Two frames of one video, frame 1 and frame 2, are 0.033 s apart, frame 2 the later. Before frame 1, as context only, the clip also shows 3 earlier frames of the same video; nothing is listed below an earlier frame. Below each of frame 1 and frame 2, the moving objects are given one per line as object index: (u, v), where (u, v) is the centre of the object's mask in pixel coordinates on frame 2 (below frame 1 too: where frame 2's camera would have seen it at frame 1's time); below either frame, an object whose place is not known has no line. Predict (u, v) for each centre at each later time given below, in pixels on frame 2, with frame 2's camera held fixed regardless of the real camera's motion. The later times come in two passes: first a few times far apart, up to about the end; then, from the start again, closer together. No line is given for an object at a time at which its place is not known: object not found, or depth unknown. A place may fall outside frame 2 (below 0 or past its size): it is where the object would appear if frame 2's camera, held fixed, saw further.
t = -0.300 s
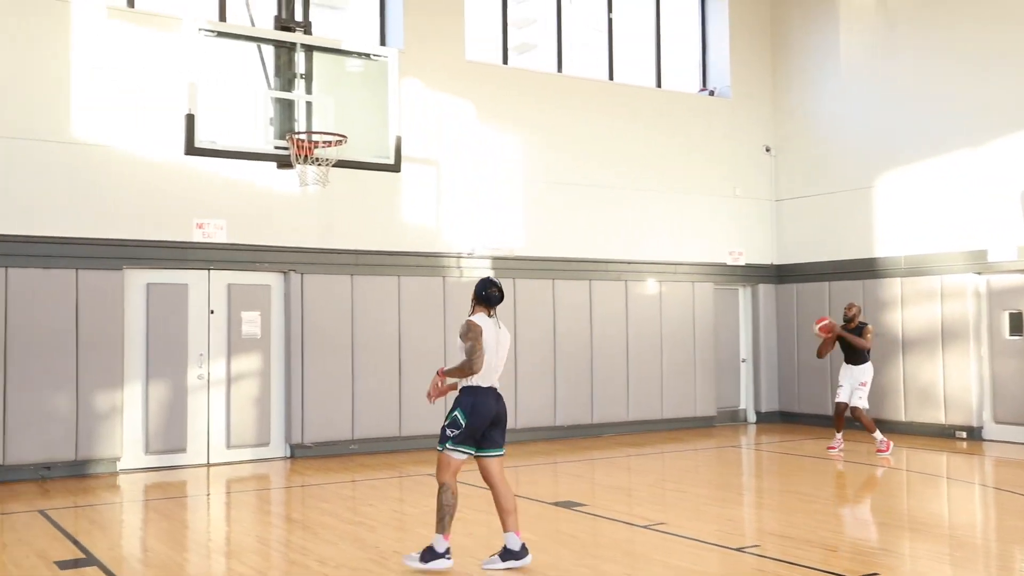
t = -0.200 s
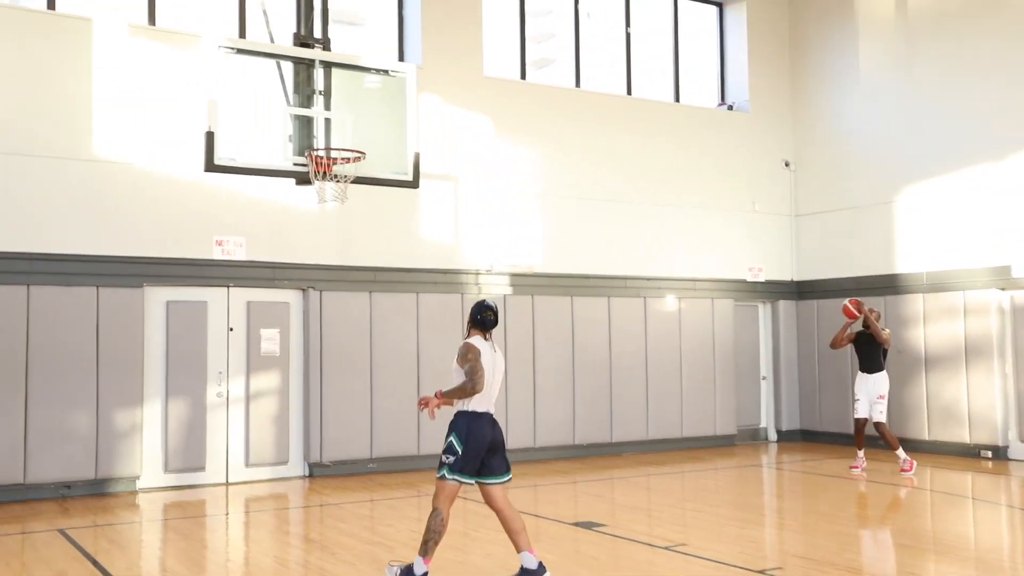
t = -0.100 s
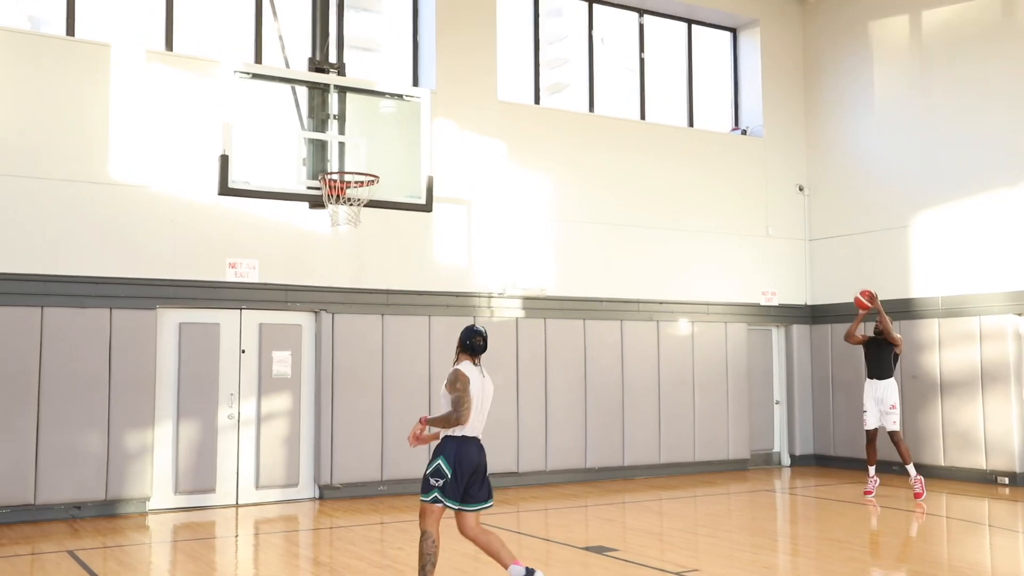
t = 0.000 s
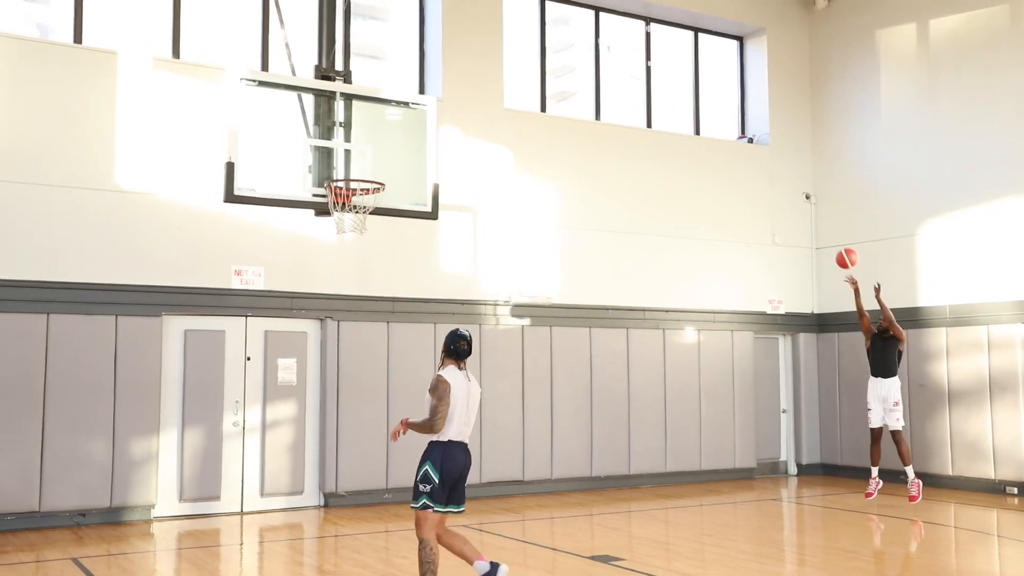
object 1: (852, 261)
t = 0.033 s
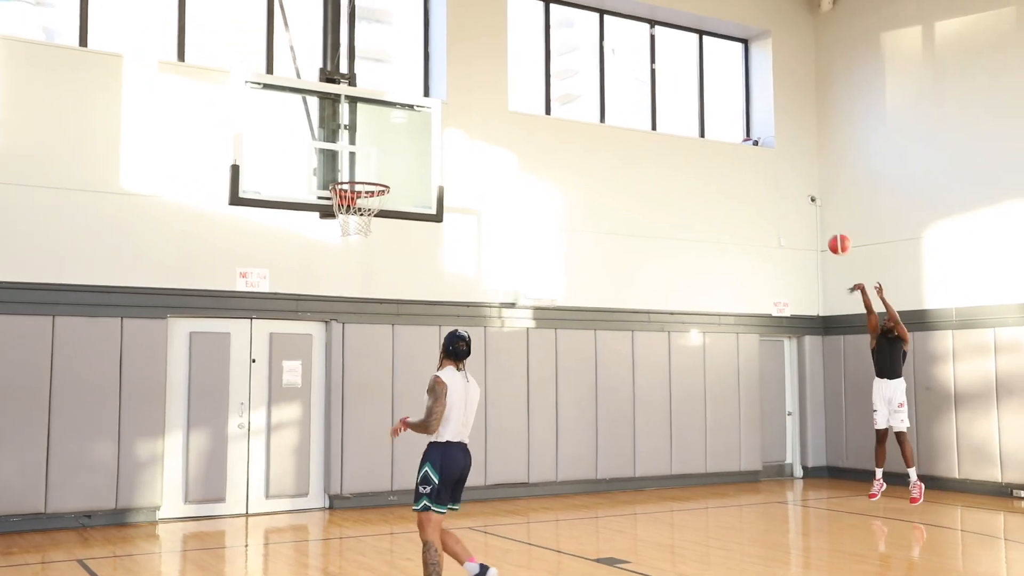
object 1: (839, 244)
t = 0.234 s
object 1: (757, 163)
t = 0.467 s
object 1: (655, 105)
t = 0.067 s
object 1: (826, 228)
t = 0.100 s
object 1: (813, 214)
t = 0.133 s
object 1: (799, 200)
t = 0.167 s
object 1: (786, 187)
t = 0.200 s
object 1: (772, 175)
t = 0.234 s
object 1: (757, 163)
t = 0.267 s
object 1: (743, 152)
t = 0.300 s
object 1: (729, 142)
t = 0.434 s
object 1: (670, 111)
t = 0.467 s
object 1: (655, 105)
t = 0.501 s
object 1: (639, 101)
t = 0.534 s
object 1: (624, 97)
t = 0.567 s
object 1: (607, 95)
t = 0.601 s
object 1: (592, 94)
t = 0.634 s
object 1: (575, 93)
